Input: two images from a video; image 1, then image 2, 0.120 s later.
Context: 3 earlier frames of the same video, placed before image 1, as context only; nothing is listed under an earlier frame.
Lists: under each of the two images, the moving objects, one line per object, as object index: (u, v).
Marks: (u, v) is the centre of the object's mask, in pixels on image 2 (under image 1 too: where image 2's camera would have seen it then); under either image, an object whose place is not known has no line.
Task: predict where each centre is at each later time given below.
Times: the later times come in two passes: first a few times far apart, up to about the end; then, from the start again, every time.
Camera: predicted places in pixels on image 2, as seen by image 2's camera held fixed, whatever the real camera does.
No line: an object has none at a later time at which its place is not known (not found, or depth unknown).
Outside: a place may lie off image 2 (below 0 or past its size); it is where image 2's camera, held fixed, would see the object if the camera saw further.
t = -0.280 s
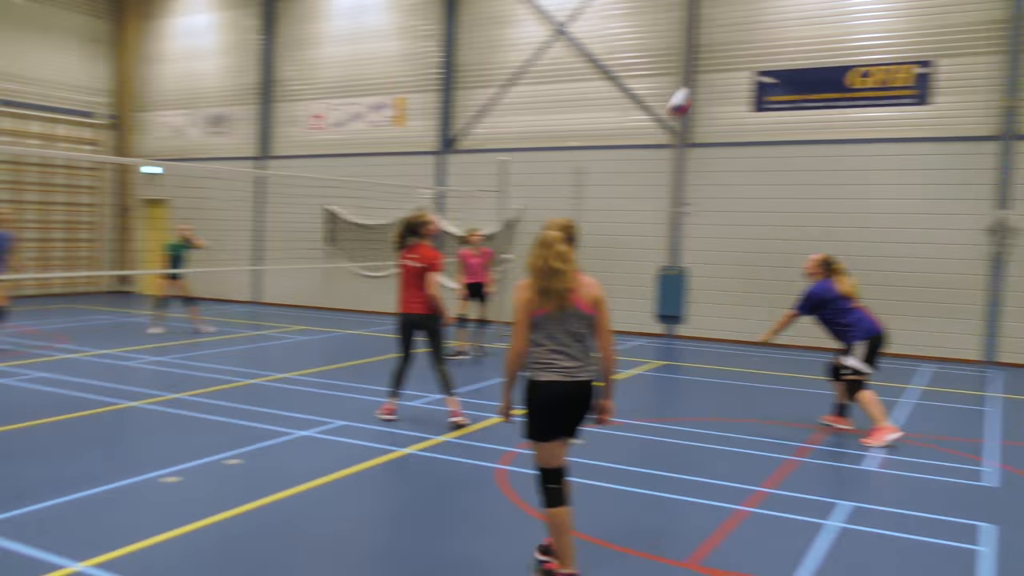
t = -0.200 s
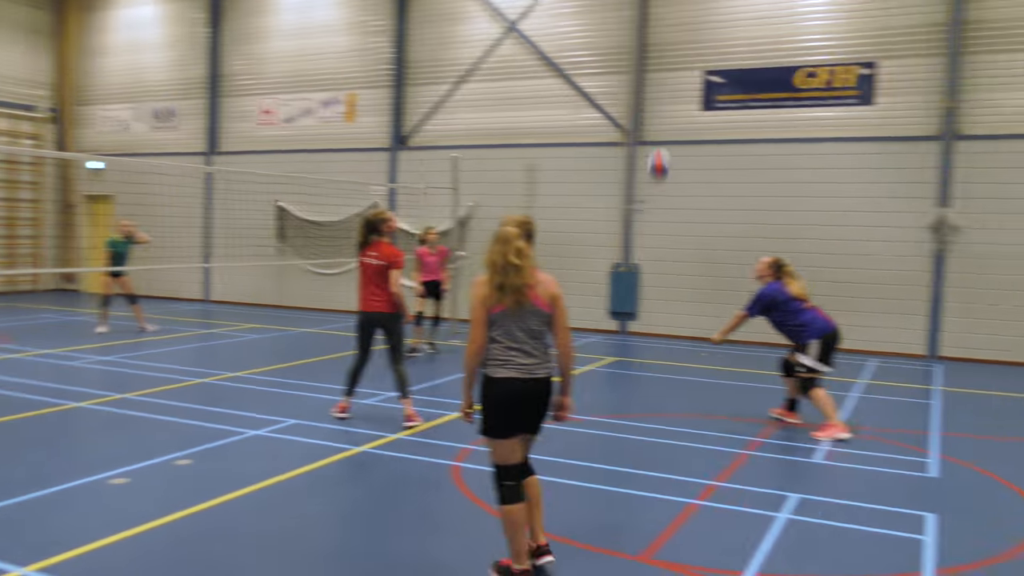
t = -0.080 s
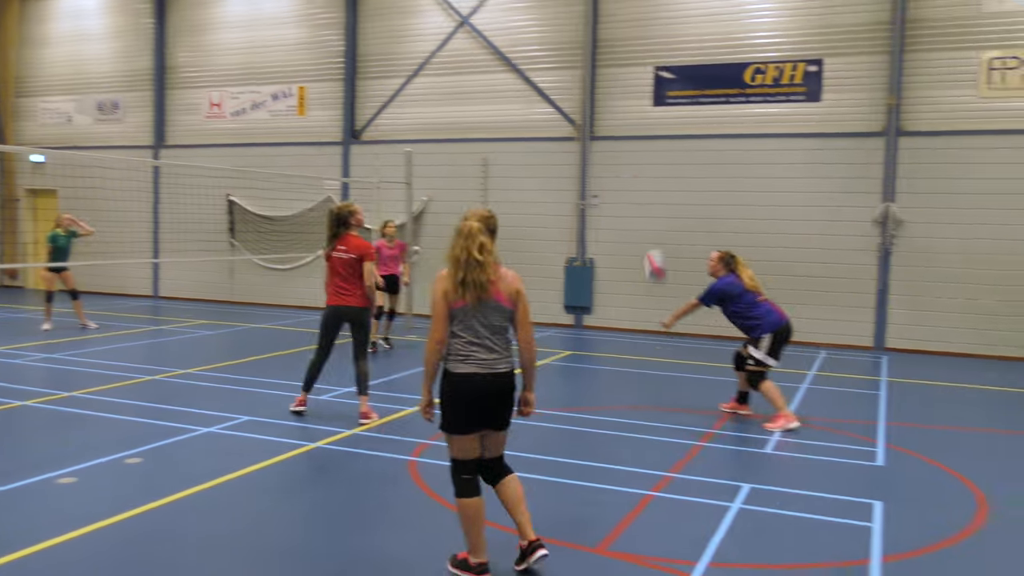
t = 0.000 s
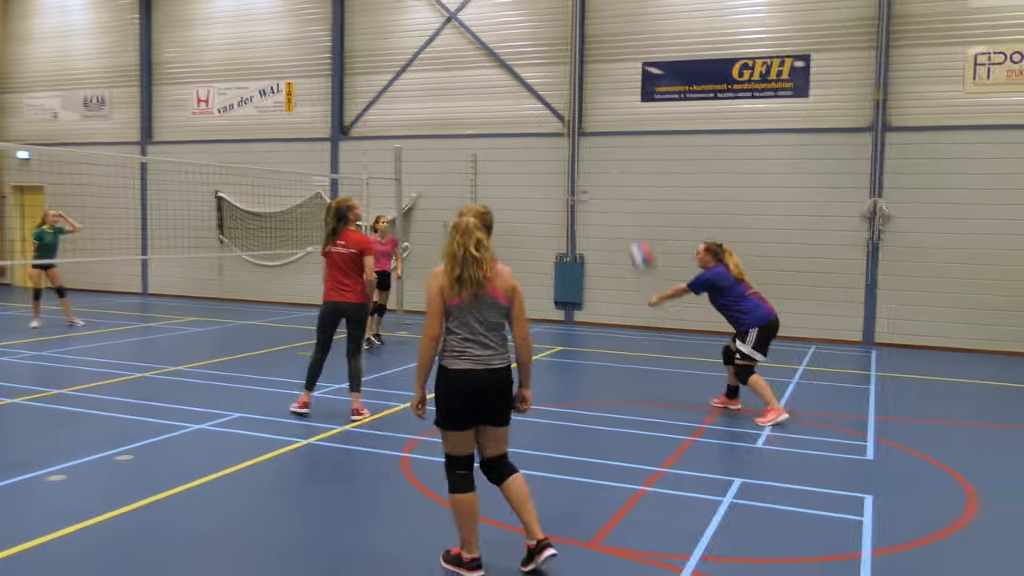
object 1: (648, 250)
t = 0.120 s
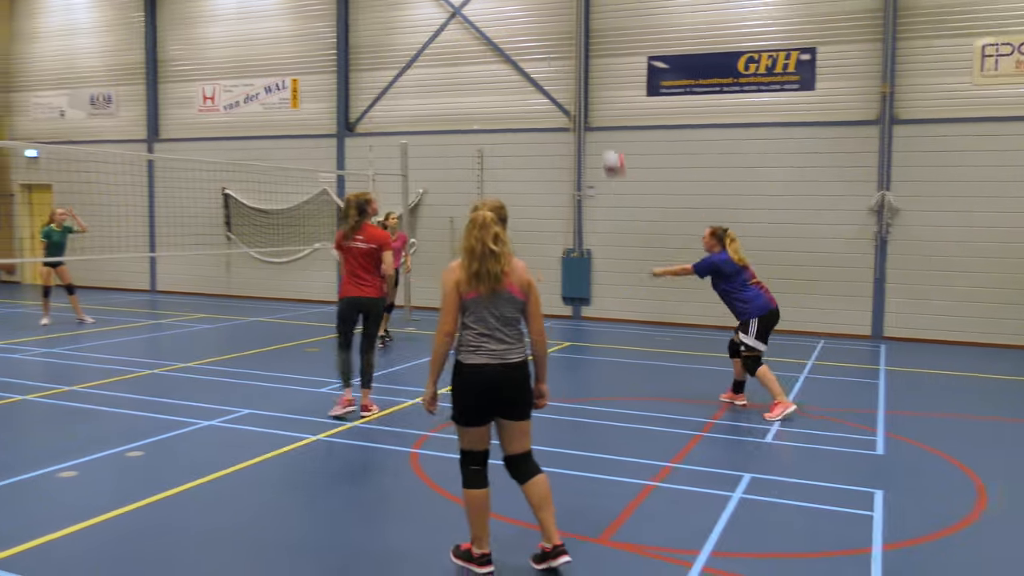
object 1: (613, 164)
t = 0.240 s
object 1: (579, 94)
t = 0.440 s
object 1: (524, 22)
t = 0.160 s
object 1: (601, 137)
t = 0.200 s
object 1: (589, 115)
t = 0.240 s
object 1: (579, 94)
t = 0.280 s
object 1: (568, 75)
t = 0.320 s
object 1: (556, 58)
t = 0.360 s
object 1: (545, 45)
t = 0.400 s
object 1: (534, 33)
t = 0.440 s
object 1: (524, 22)
